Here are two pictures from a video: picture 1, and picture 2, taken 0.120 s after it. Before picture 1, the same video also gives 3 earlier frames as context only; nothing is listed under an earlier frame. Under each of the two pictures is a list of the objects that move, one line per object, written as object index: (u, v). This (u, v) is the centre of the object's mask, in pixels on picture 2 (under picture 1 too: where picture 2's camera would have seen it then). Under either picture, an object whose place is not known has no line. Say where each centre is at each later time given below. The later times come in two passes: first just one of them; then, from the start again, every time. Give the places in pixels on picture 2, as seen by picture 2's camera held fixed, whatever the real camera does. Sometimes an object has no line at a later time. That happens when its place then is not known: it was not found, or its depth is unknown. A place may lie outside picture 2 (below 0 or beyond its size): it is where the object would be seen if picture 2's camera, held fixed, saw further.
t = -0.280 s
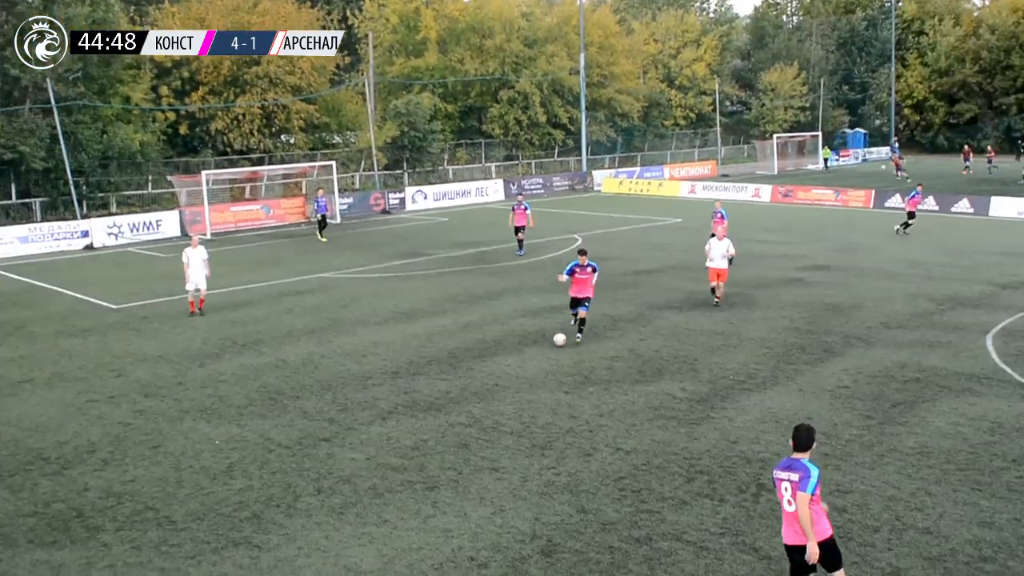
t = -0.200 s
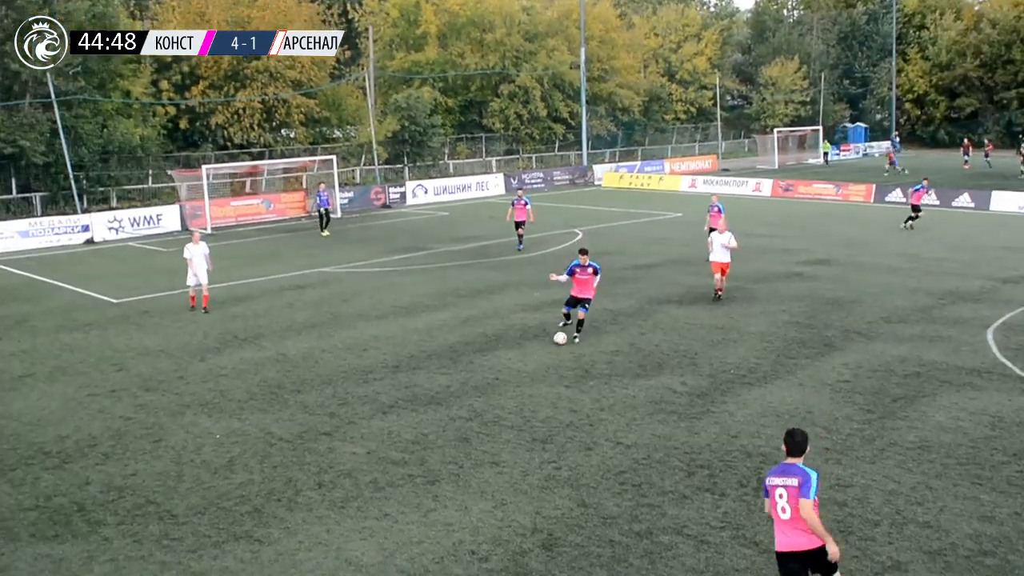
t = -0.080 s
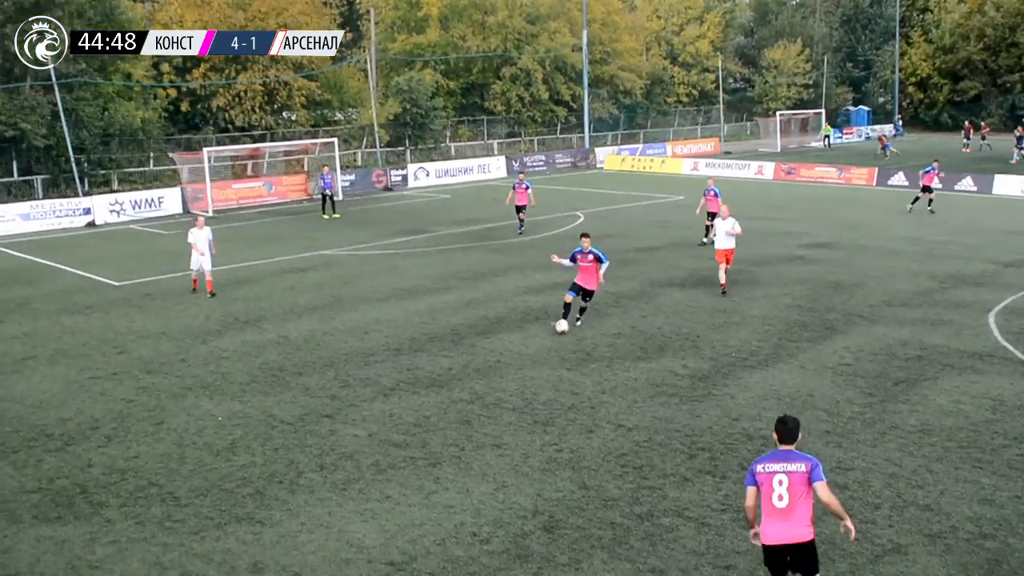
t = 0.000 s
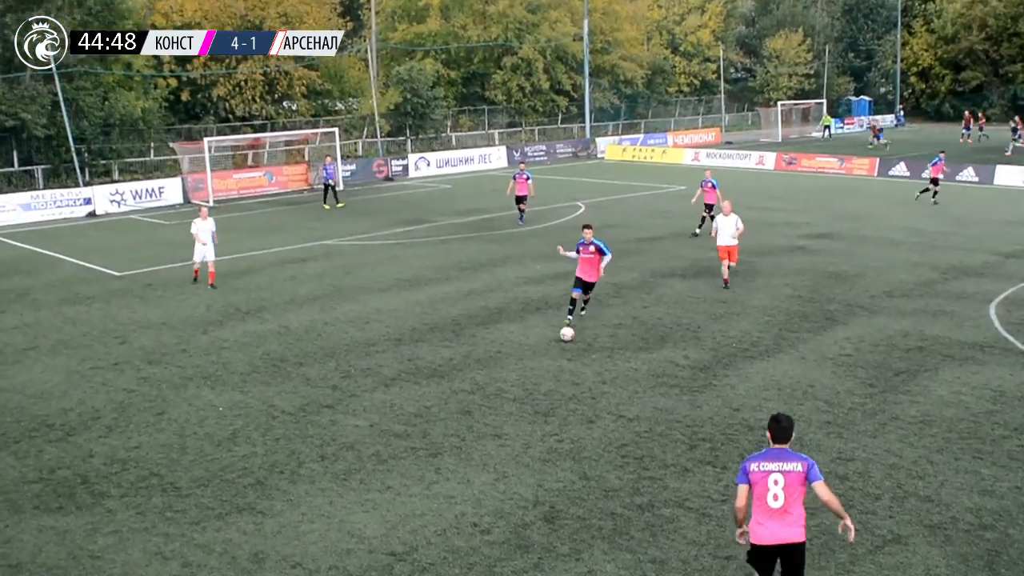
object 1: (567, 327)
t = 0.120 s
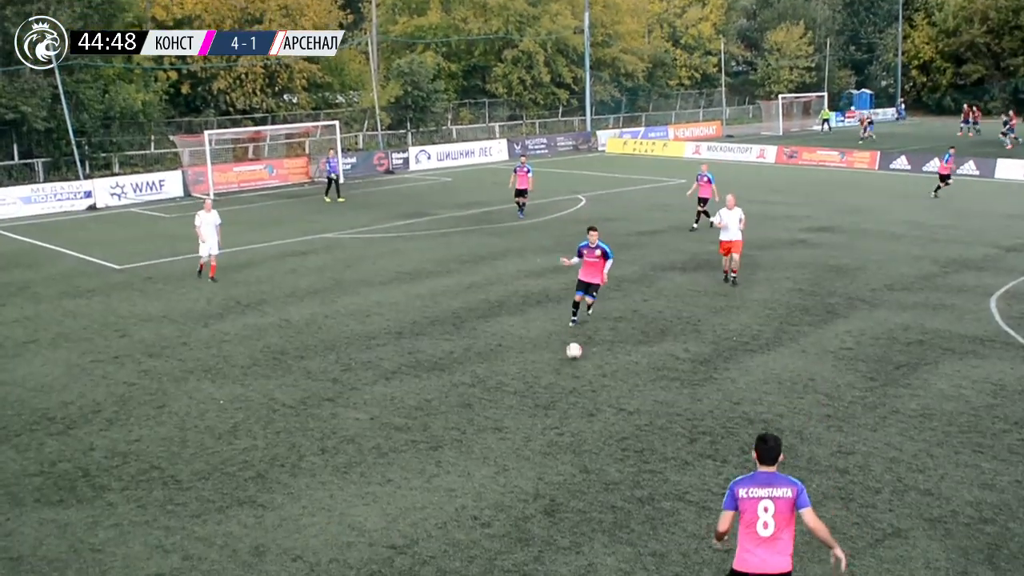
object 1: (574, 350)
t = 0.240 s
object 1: (581, 378)
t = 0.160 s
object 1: (576, 361)
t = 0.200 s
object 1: (578, 371)
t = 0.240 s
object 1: (581, 378)
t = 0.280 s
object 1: (583, 387)
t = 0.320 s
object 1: (586, 399)
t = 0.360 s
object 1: (589, 413)
